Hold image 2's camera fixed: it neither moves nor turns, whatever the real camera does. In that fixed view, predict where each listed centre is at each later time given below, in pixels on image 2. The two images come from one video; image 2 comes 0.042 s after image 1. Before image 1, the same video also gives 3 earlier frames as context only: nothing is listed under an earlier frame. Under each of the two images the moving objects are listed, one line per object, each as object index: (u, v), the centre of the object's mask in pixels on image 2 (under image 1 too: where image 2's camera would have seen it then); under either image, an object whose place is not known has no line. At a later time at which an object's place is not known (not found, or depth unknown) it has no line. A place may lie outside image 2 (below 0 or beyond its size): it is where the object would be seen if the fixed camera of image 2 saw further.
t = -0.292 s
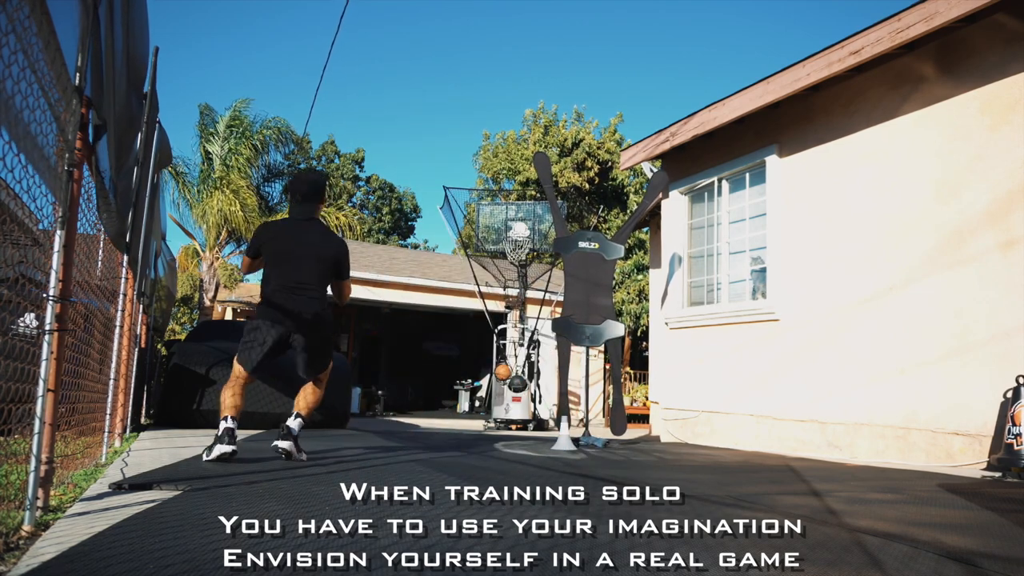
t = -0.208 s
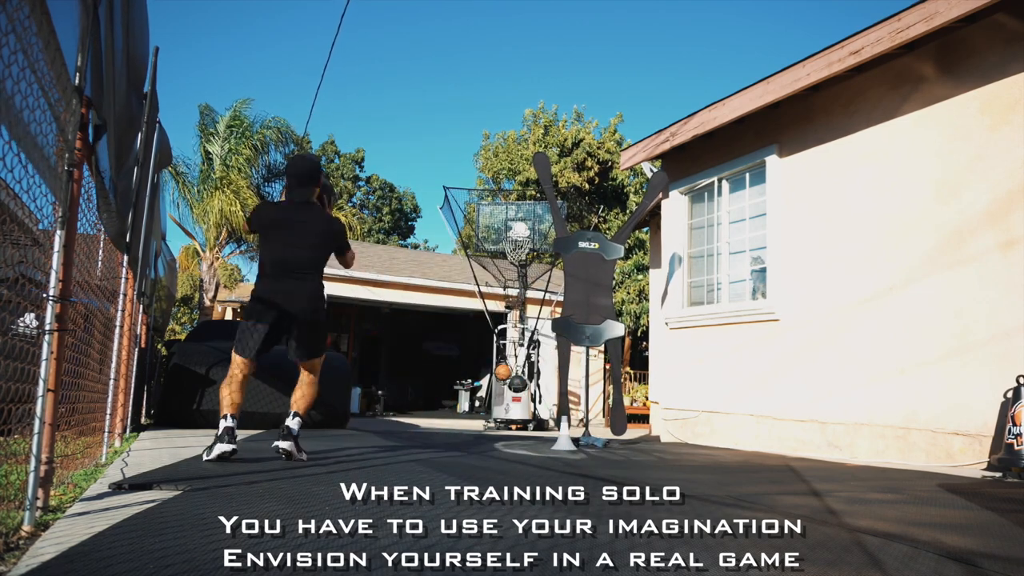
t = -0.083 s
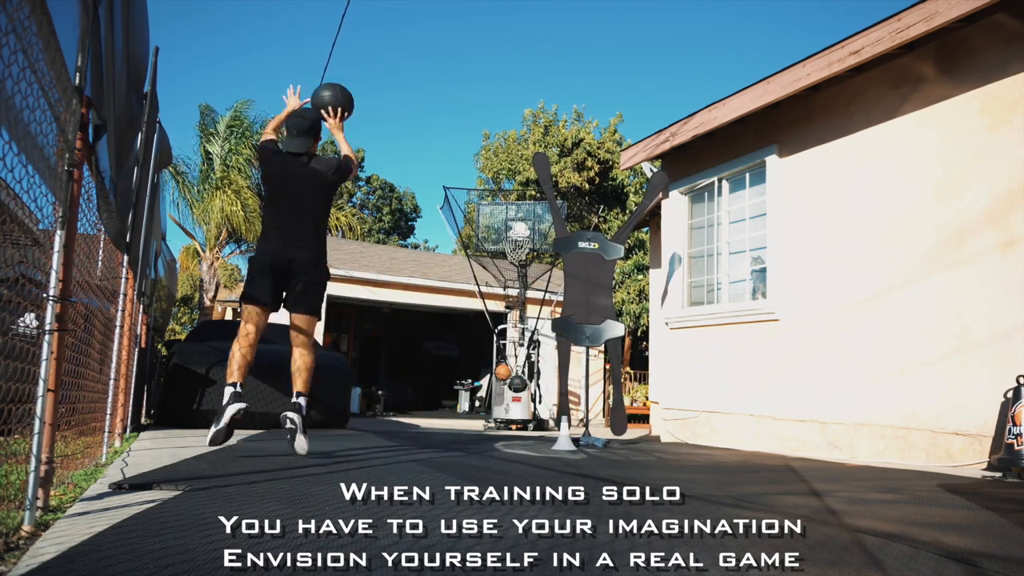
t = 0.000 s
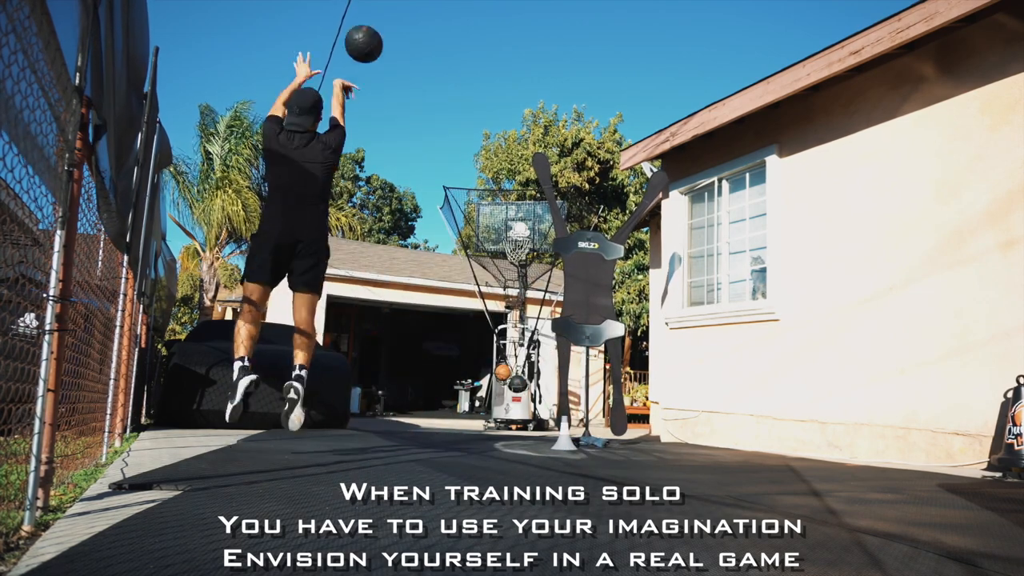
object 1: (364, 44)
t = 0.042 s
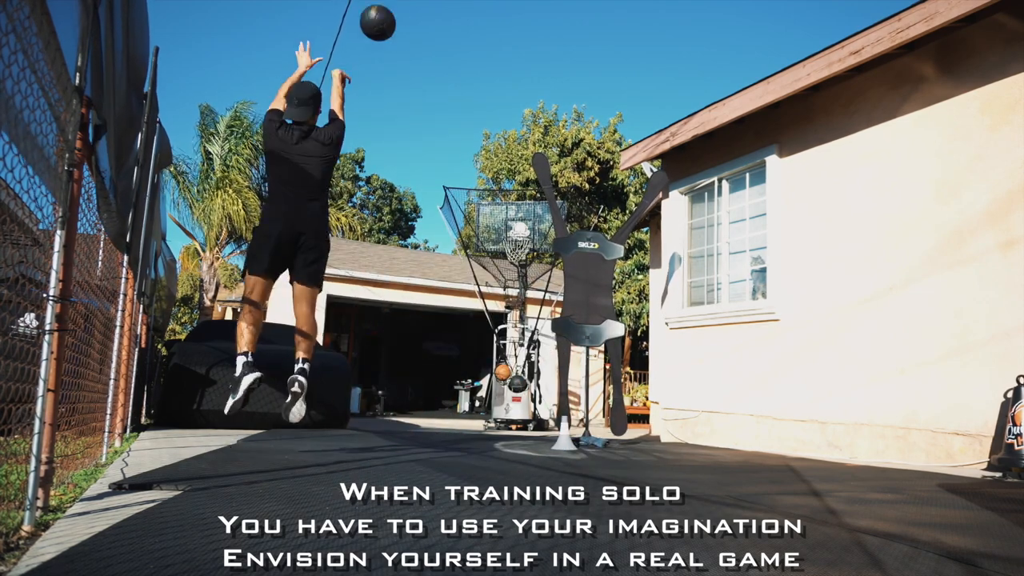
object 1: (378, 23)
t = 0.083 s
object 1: (390, 10)
